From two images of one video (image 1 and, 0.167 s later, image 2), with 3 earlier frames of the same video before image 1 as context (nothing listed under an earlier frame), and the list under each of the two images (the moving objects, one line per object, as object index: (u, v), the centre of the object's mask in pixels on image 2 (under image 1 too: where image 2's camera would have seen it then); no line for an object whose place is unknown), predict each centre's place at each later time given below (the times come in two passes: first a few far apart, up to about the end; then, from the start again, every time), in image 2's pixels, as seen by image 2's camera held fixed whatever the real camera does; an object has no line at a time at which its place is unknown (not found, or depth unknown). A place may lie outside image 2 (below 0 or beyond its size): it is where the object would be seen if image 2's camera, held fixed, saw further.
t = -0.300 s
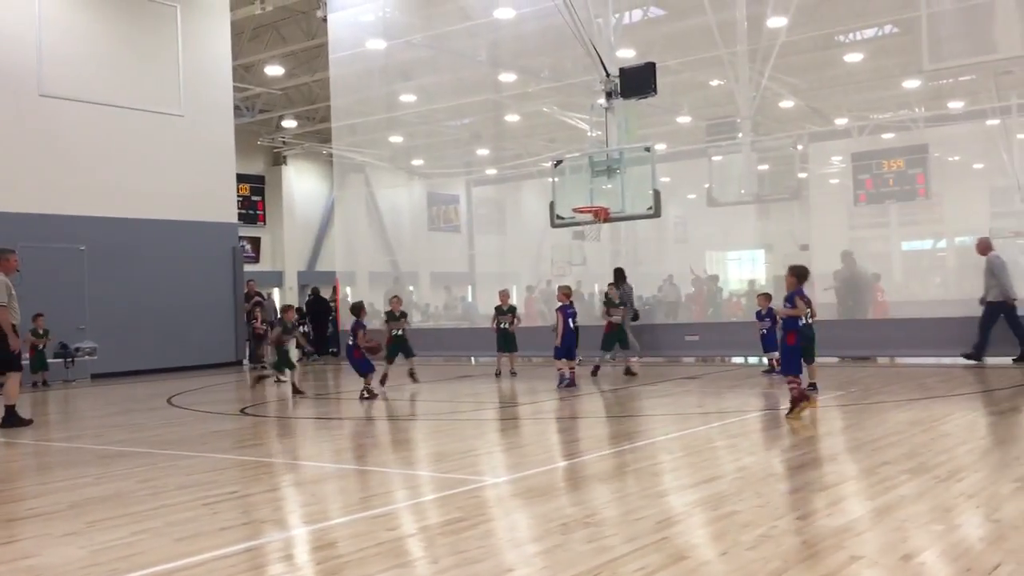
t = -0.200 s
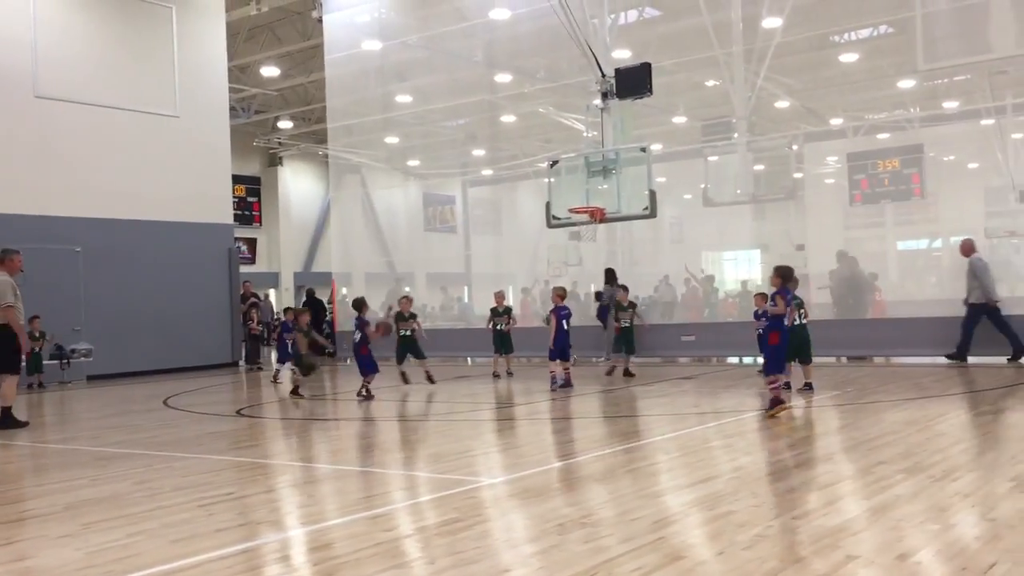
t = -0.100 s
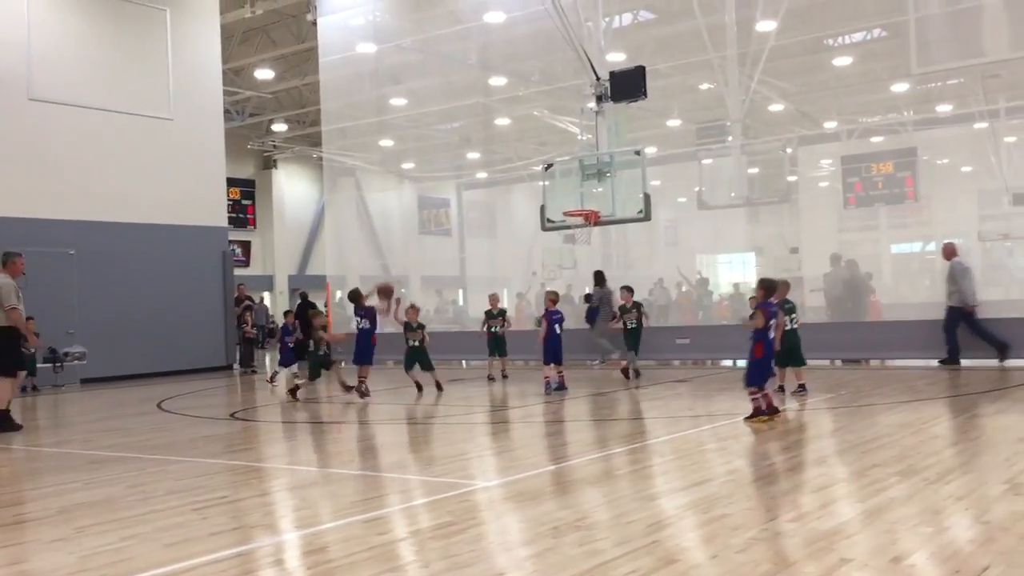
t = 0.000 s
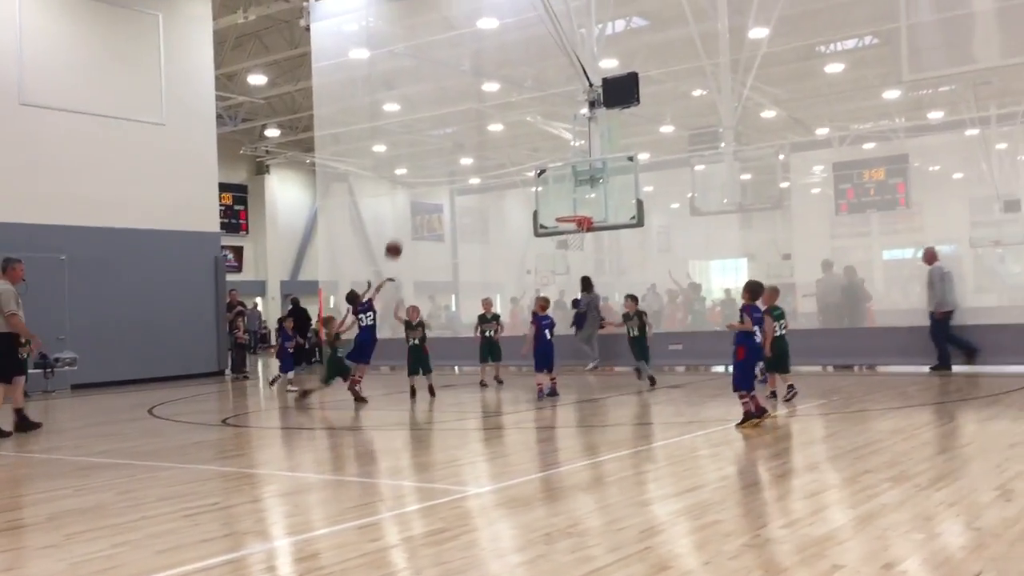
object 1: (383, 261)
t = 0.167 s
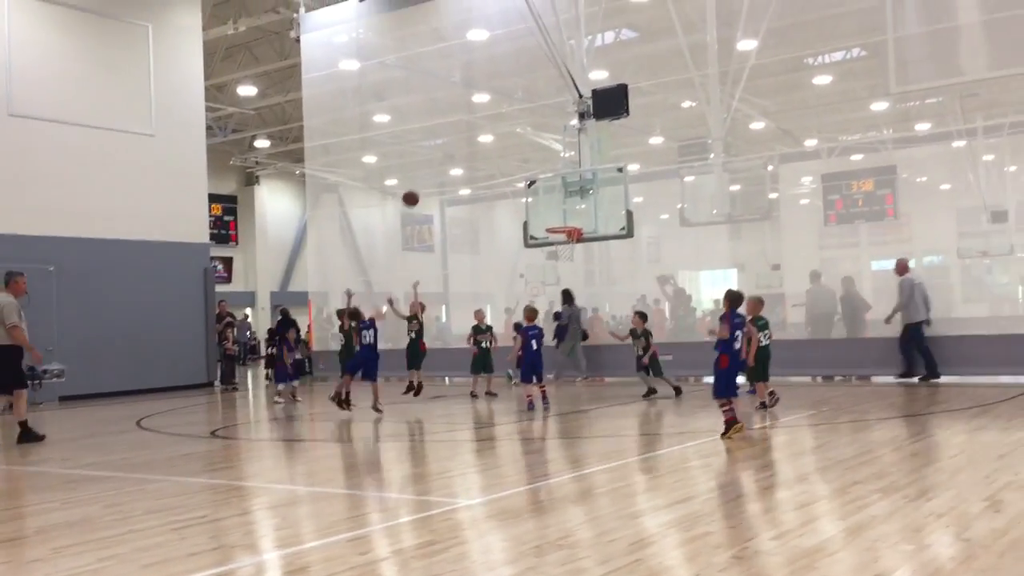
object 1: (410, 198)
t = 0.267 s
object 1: (426, 173)
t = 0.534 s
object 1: (466, 143)
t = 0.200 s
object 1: (415, 189)
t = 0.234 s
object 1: (420, 181)
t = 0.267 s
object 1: (426, 173)
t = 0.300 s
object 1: (431, 167)
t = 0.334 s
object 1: (436, 161)
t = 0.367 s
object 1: (441, 156)
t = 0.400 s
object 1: (446, 152)
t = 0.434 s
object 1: (451, 148)
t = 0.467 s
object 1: (456, 146)
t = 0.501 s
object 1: (461, 144)
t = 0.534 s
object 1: (466, 143)
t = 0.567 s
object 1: (471, 143)
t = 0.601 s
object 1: (476, 144)
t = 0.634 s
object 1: (481, 145)
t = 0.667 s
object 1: (486, 148)
